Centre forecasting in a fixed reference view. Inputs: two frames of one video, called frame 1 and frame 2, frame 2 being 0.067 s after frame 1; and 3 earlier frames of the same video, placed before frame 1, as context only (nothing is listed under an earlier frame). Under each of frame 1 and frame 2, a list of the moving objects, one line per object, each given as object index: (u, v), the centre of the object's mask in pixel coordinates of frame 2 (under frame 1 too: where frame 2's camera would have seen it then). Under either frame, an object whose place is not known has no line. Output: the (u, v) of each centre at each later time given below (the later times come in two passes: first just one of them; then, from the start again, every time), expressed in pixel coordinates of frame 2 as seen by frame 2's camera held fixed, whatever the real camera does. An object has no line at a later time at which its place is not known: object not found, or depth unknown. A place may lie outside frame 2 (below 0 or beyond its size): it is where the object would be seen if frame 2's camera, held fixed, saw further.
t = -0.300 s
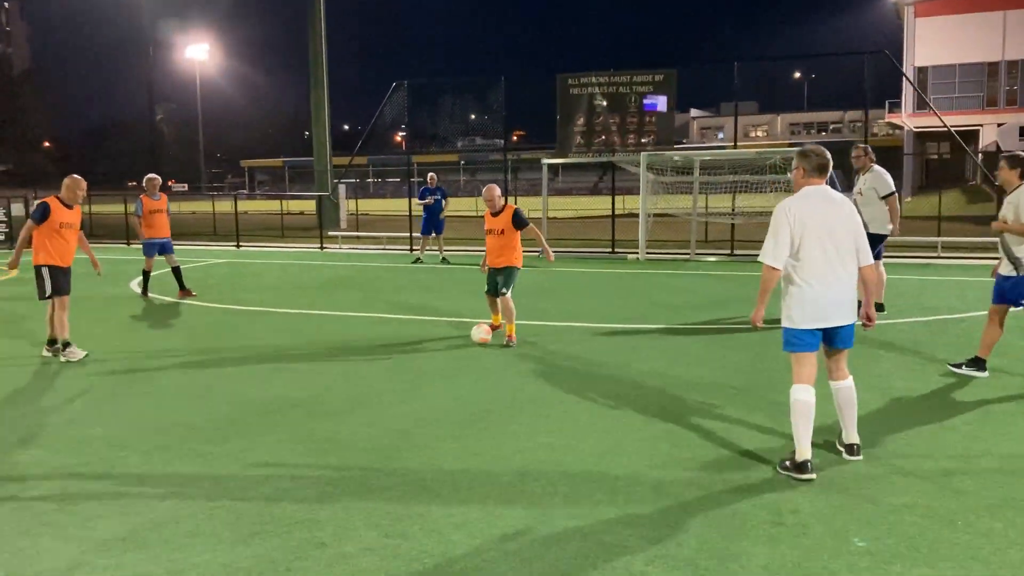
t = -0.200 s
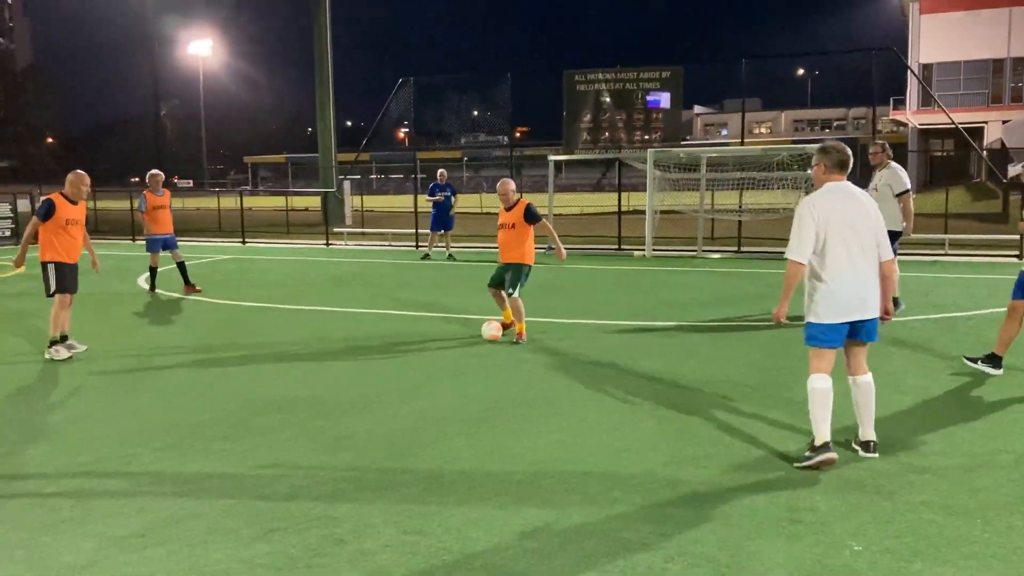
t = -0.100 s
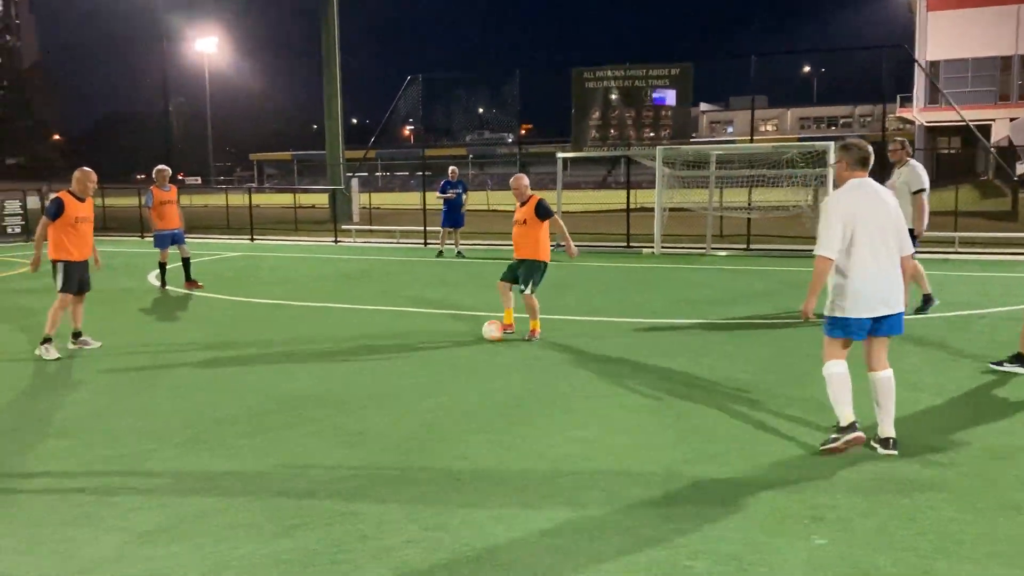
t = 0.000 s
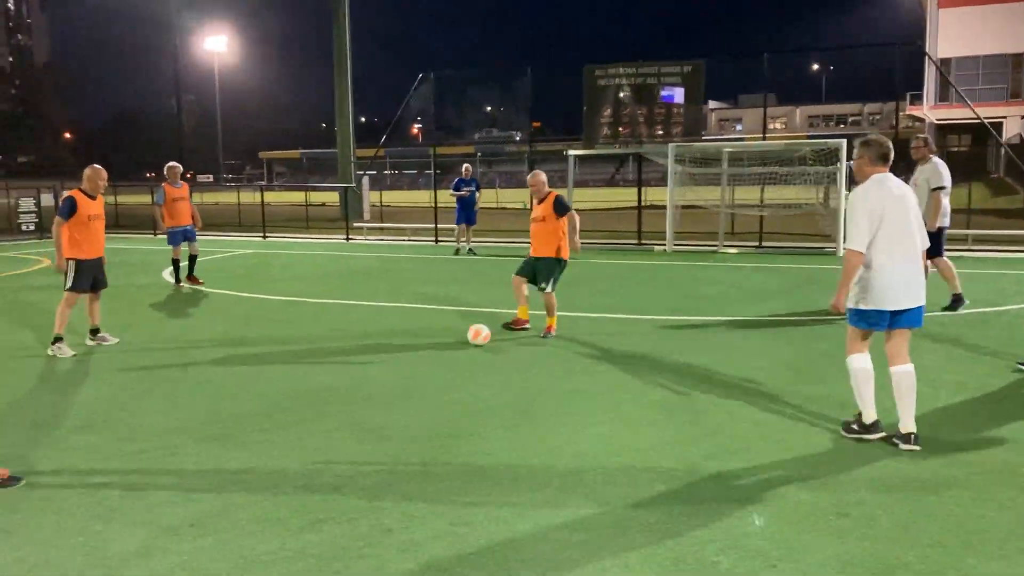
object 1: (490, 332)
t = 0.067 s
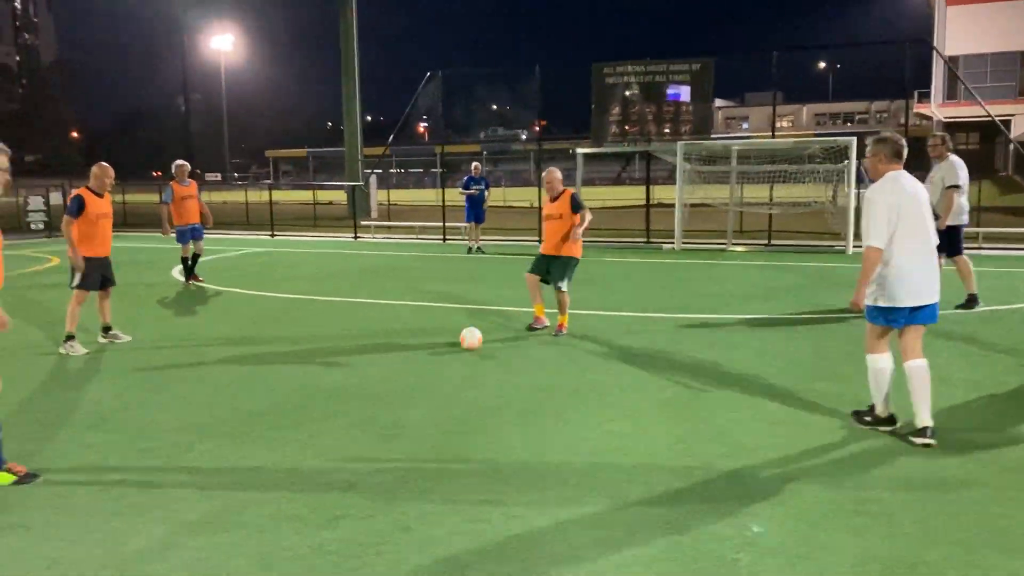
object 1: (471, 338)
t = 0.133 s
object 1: (453, 343)
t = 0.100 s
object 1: (461, 342)
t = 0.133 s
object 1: (453, 343)
